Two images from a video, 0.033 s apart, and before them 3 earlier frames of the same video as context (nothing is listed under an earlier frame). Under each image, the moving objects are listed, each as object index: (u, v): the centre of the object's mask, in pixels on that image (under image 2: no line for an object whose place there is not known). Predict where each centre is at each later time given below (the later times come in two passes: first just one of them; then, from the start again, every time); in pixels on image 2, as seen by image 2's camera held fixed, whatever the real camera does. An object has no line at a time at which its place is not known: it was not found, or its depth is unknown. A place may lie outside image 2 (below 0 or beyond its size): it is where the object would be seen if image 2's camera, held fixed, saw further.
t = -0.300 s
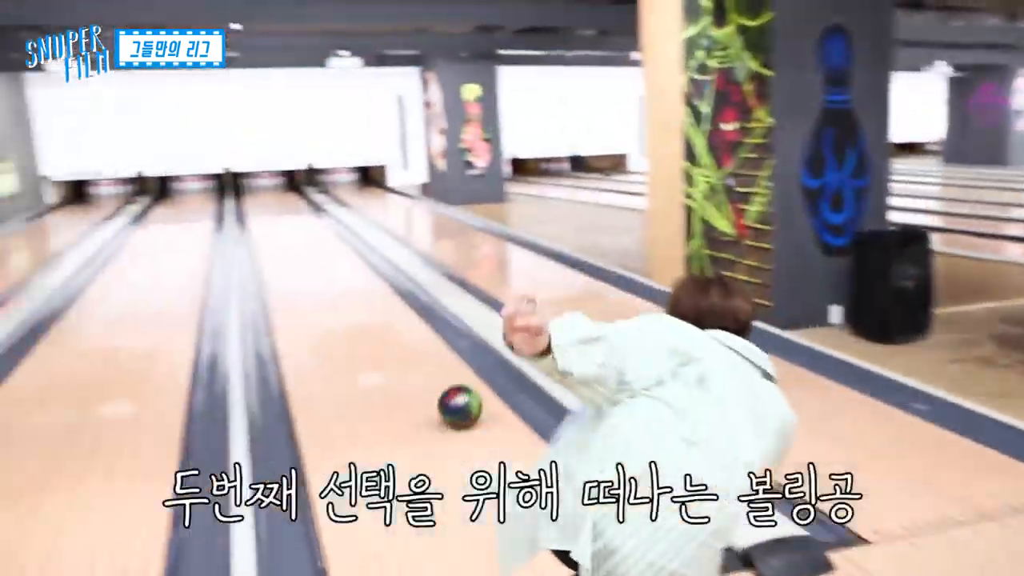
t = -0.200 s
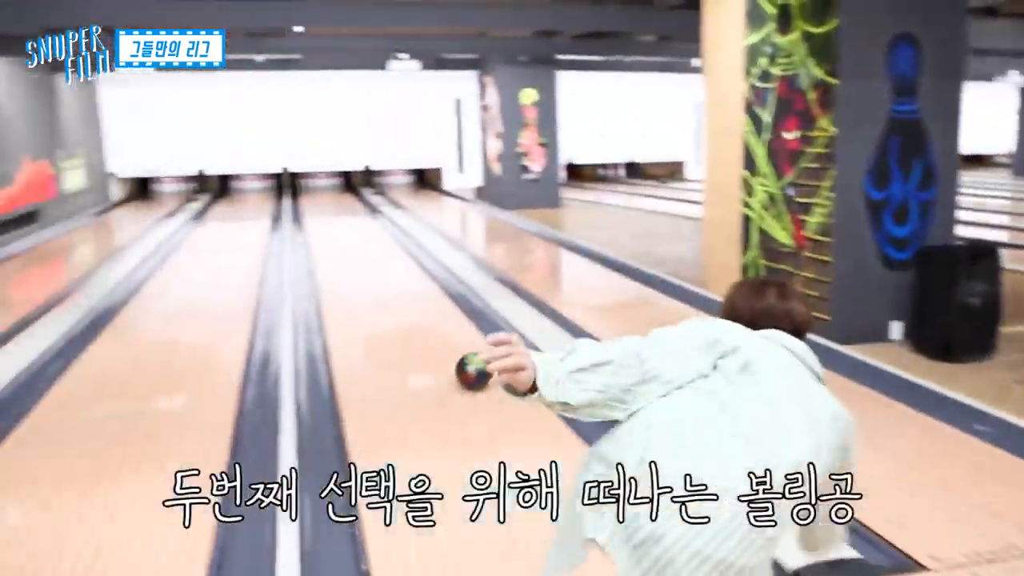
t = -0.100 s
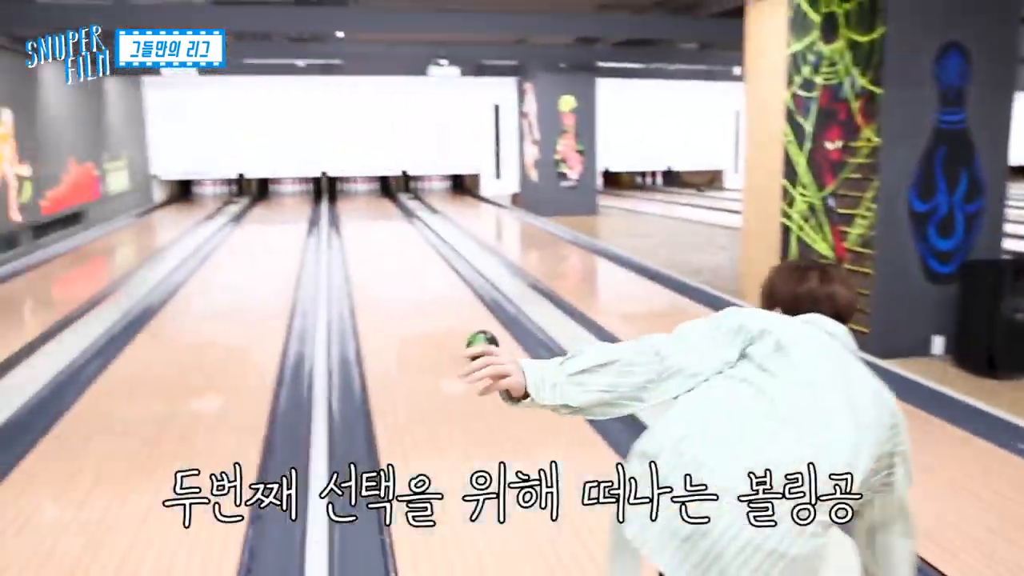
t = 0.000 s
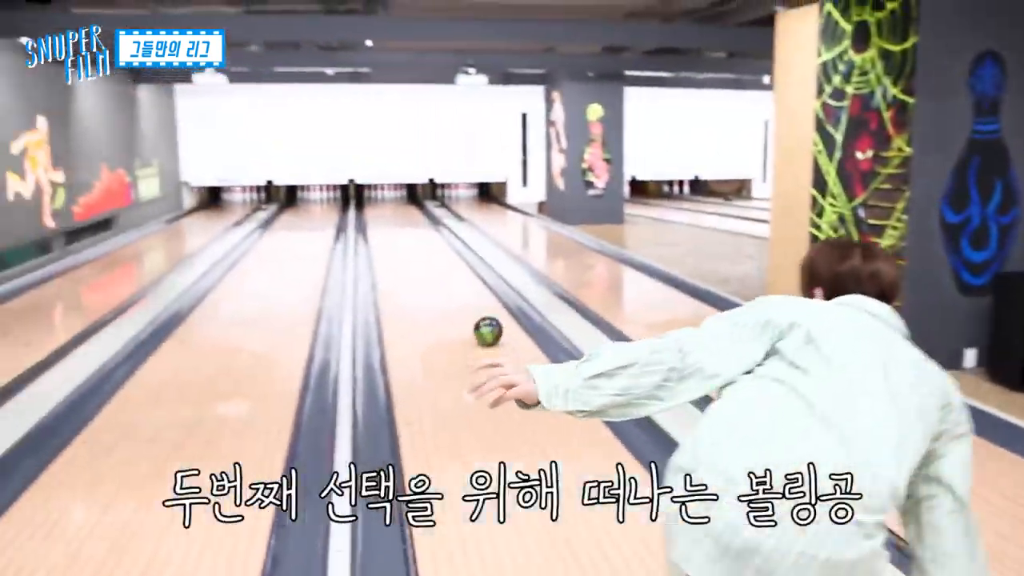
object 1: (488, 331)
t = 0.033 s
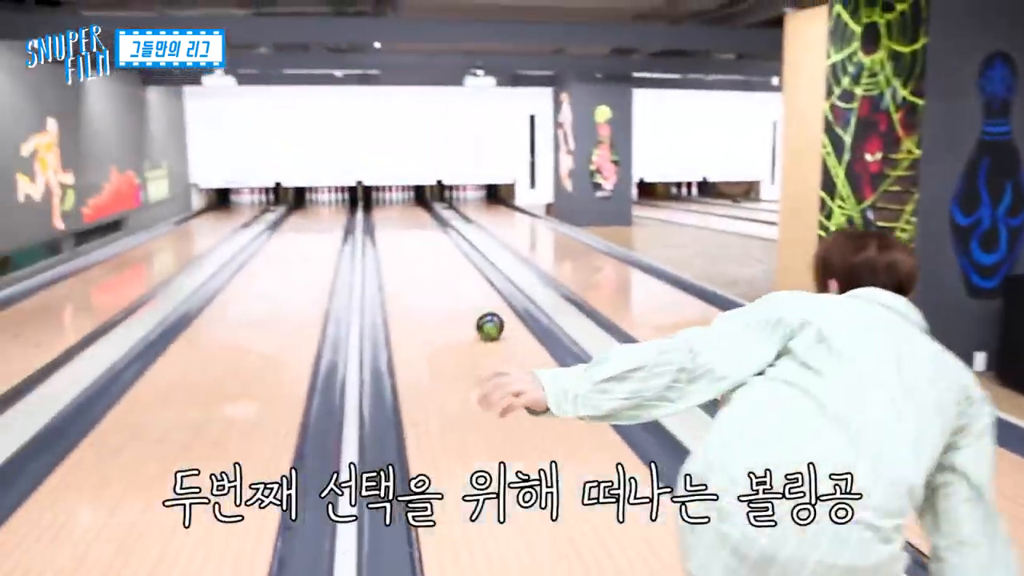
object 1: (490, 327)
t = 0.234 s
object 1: (464, 293)
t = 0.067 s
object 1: (485, 320)
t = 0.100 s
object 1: (480, 313)
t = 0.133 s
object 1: (475, 308)
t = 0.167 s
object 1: (471, 303)
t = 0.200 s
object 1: (467, 297)
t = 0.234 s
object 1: (464, 293)
